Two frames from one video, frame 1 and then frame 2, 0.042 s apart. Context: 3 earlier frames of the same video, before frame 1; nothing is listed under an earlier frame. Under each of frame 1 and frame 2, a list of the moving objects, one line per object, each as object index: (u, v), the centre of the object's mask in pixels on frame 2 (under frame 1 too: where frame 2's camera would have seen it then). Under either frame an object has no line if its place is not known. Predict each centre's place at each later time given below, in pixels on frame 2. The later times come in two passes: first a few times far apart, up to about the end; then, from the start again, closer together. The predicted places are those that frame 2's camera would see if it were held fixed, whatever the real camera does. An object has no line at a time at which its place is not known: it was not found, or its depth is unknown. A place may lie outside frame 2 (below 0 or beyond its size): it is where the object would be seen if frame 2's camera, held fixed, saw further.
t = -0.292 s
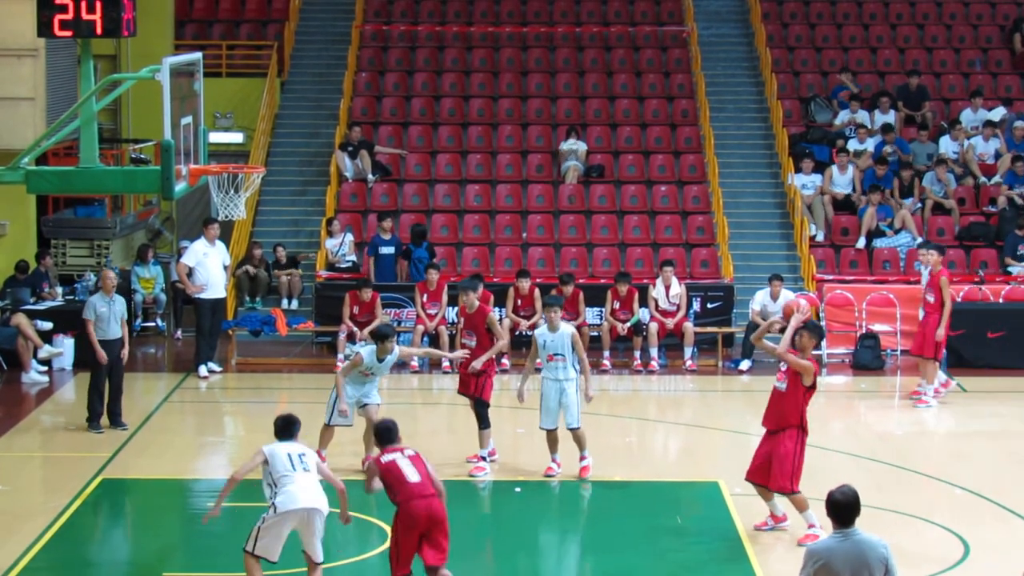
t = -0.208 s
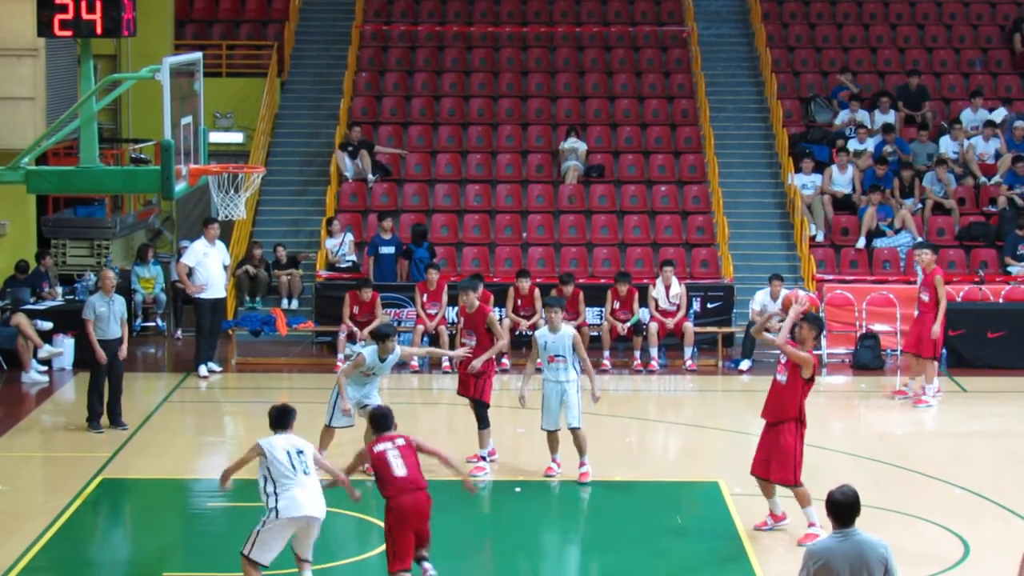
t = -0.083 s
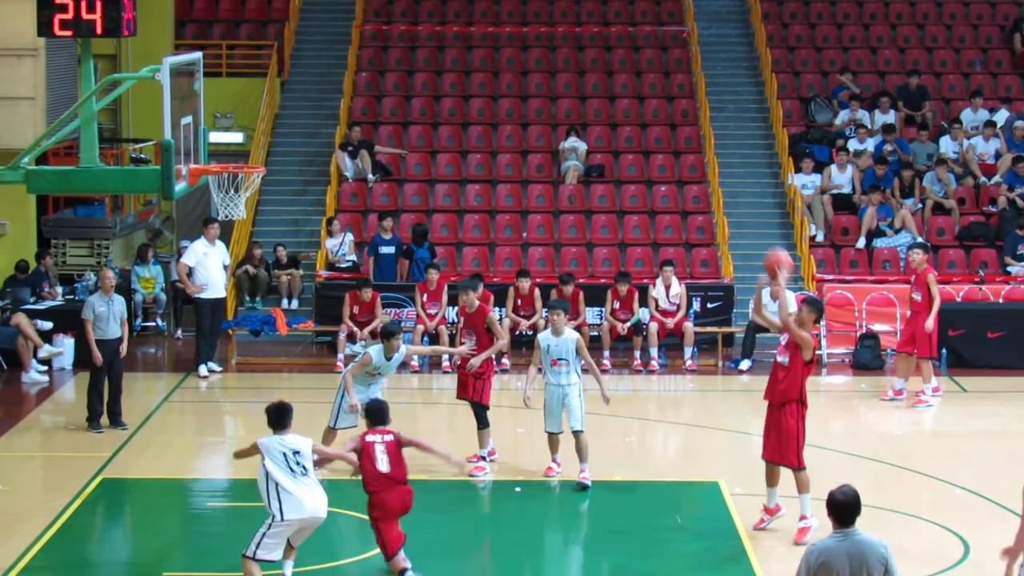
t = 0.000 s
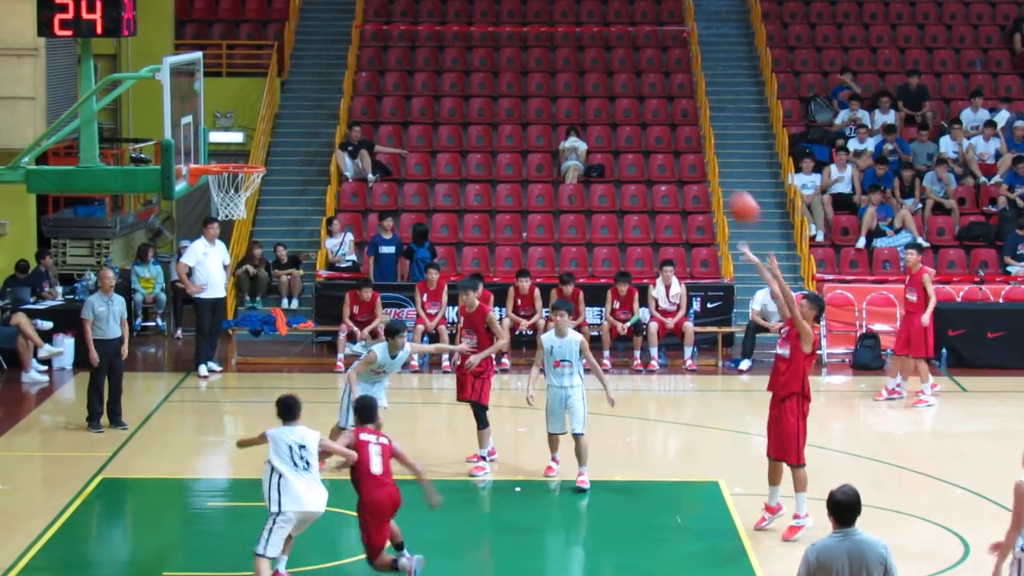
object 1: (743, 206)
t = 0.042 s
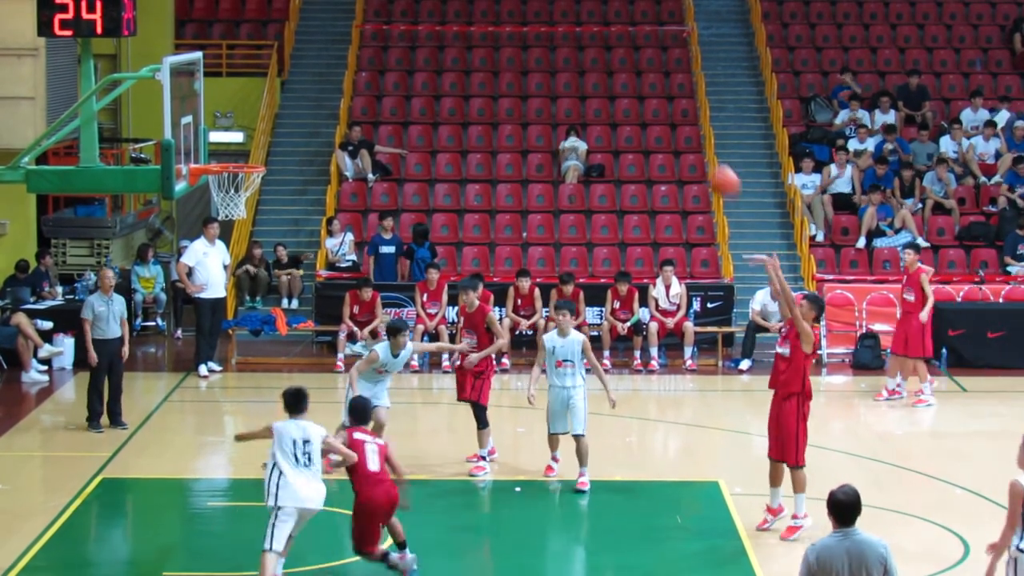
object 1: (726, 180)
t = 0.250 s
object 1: (624, 78)
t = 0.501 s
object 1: (503, 17)
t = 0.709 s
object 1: (402, 24)
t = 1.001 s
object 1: (263, 120)
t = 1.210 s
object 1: (234, 185)
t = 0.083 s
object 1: (703, 155)
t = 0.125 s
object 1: (684, 134)
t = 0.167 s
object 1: (664, 112)
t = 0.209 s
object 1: (644, 93)
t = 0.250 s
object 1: (624, 78)
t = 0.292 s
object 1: (603, 62)
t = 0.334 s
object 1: (584, 50)
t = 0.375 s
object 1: (564, 38)
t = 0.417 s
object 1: (544, 30)
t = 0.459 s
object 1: (523, 23)
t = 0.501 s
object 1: (503, 17)
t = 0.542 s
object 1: (483, 15)
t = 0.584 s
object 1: (463, 14)
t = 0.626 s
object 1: (443, 15)
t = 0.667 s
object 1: (422, 19)
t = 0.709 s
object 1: (402, 24)
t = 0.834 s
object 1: (343, 52)
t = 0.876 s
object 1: (323, 66)
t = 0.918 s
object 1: (303, 82)
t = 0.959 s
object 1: (284, 100)
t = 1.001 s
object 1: (263, 120)
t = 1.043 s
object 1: (243, 143)
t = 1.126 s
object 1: (231, 181)
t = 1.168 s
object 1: (231, 187)
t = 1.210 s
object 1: (234, 185)
